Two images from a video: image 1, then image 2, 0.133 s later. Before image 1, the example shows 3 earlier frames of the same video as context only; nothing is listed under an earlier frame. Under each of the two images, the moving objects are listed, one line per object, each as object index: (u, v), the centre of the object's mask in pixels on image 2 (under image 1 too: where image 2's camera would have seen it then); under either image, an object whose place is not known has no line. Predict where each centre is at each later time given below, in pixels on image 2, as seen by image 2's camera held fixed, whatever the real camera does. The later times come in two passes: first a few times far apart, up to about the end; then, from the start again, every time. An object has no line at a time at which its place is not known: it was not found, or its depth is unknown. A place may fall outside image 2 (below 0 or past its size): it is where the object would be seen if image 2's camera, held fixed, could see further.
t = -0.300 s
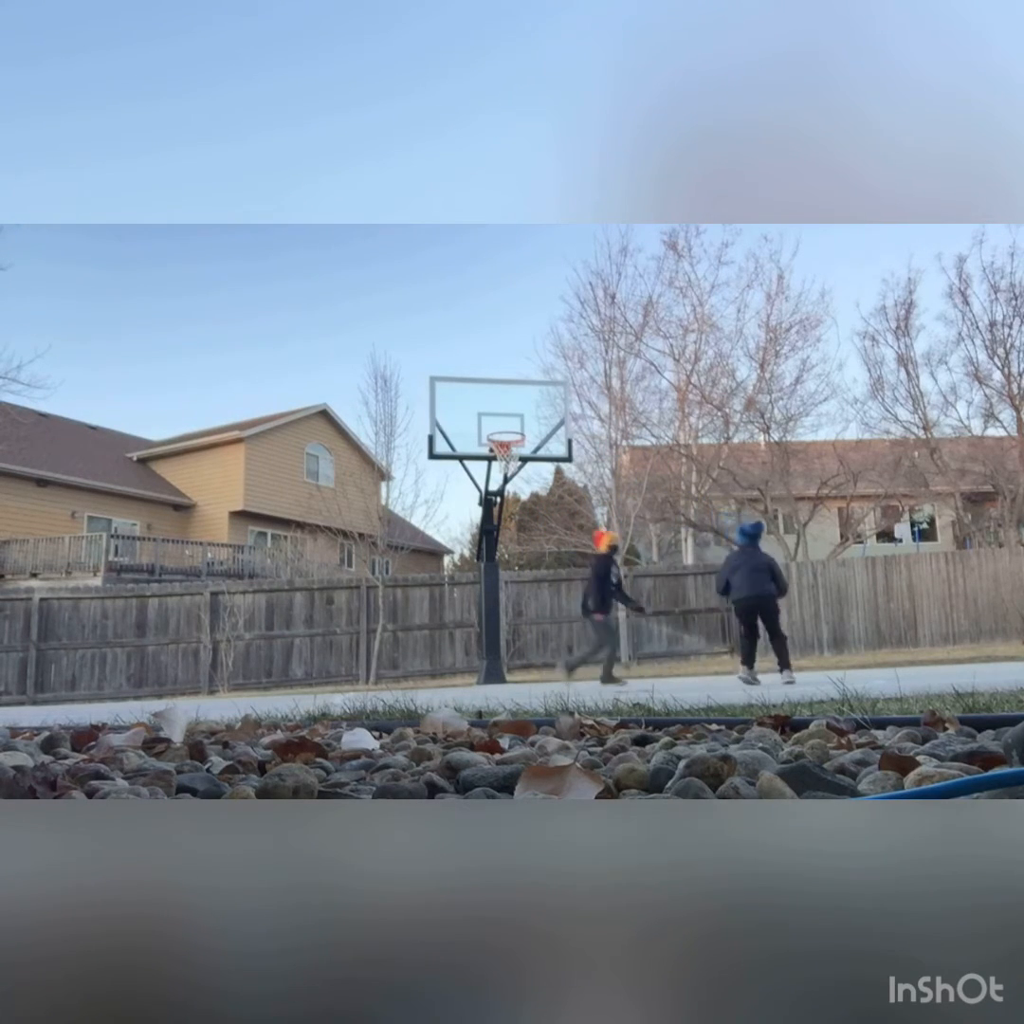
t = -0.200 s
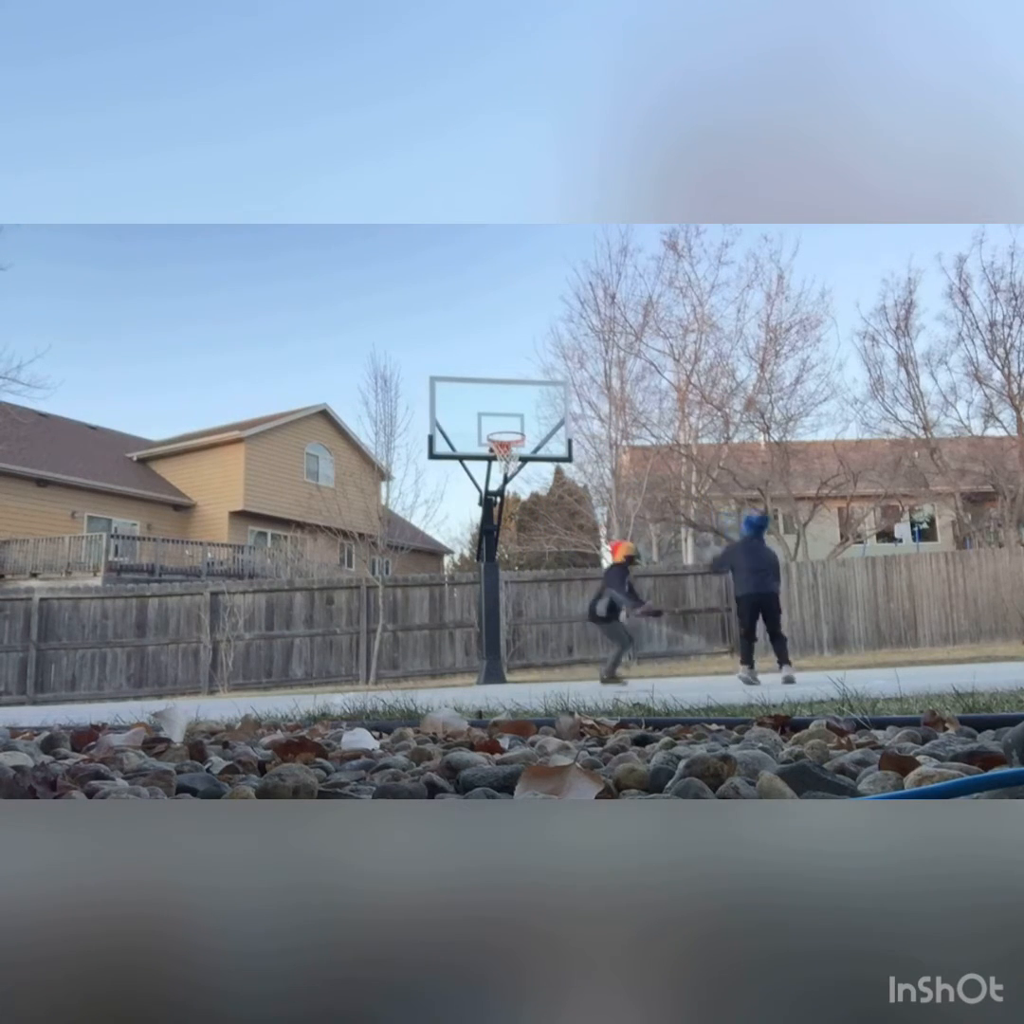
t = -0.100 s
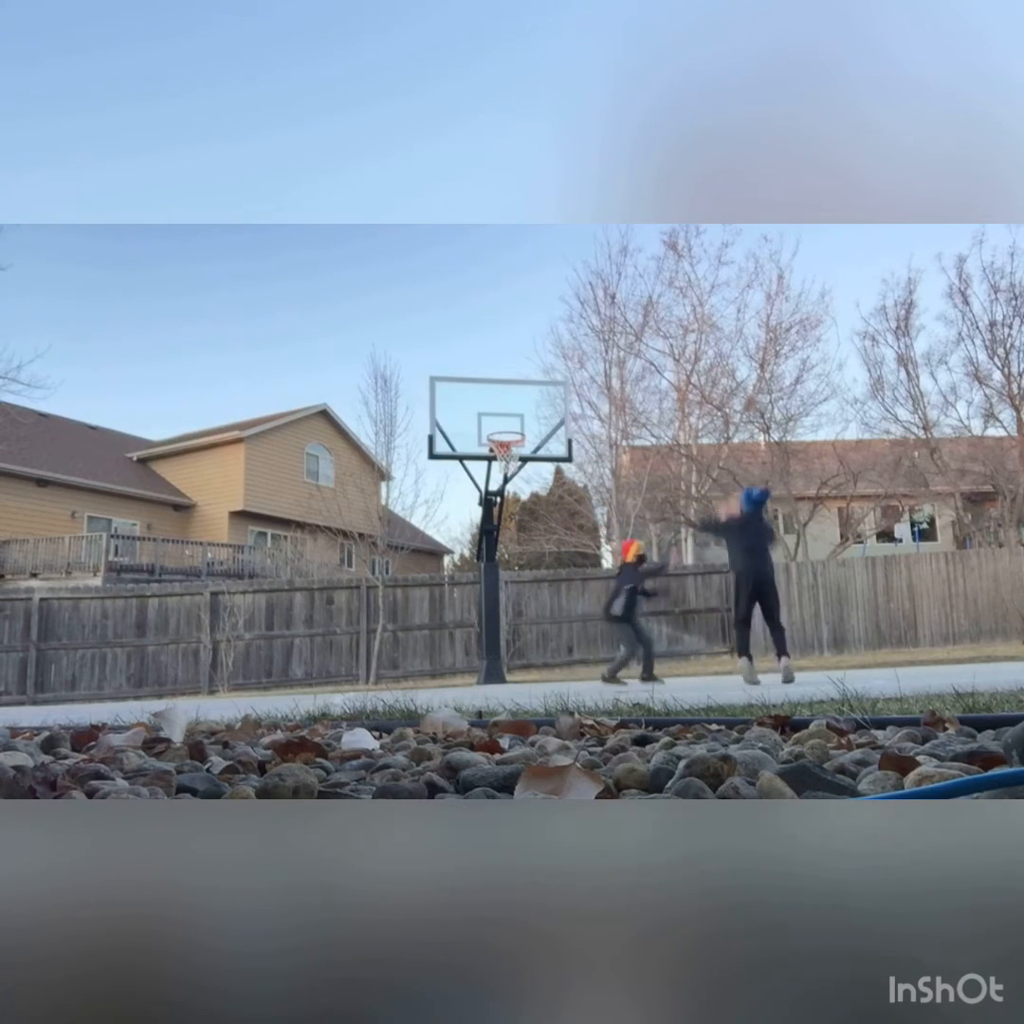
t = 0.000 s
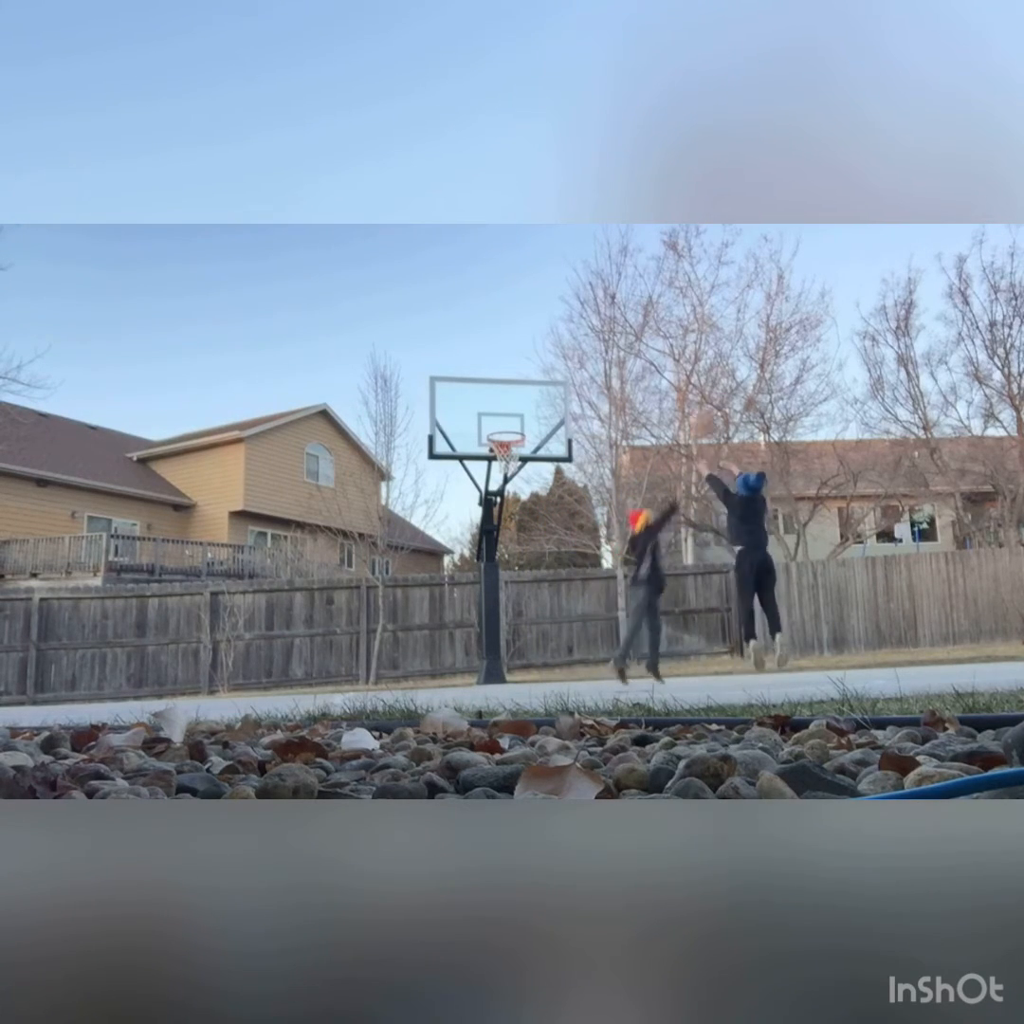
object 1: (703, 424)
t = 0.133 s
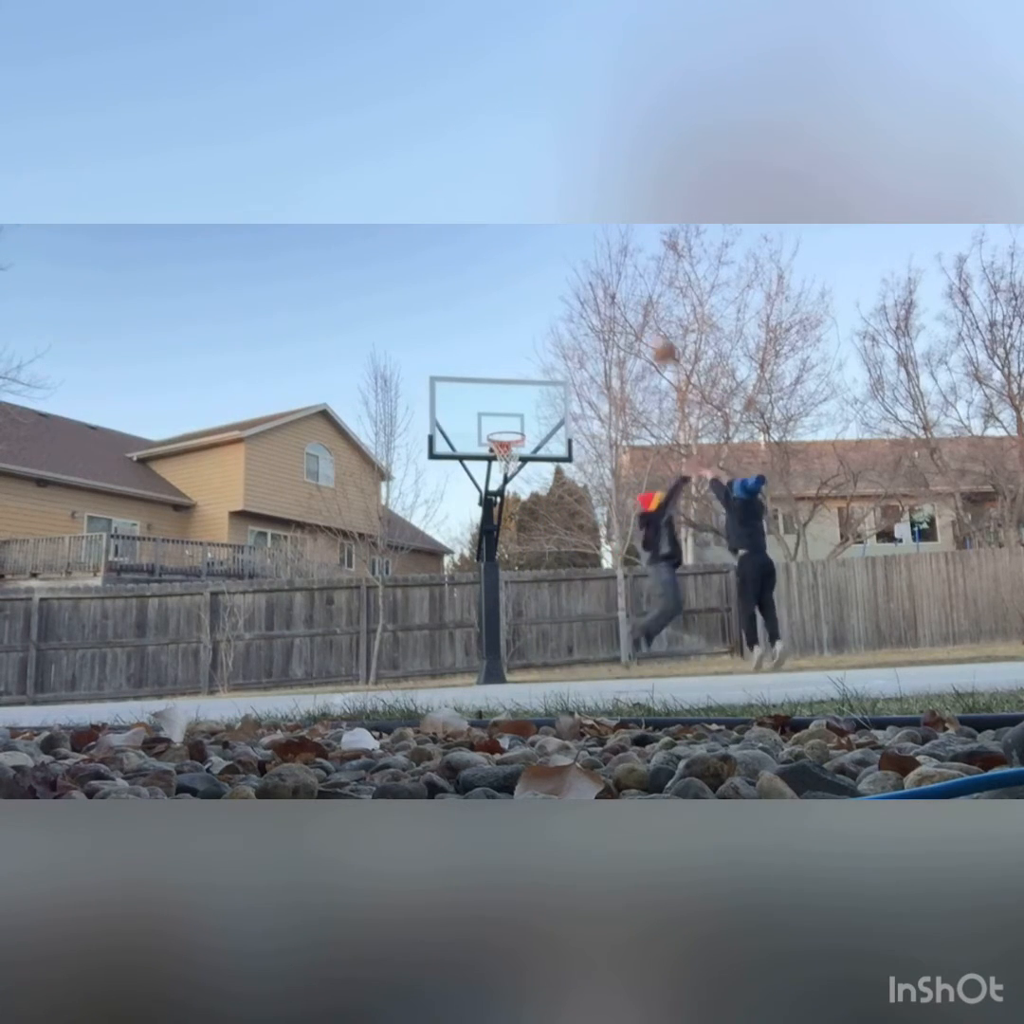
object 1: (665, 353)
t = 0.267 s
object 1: (630, 307)
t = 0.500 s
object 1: (583, 280)
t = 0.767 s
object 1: (541, 309)
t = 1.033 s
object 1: (508, 387)
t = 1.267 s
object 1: (505, 444)
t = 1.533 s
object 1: (516, 450)
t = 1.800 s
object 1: (500, 470)
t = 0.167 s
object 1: (655, 339)
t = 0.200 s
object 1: (647, 327)
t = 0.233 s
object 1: (638, 317)
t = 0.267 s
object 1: (630, 307)
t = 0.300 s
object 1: (623, 300)
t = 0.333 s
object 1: (615, 293)
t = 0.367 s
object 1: (609, 289)
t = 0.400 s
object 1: (601, 285)
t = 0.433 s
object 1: (595, 282)
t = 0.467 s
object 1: (588, 280)
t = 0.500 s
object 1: (583, 280)
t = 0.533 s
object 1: (576, 280)
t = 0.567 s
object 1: (571, 281)
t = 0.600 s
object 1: (565, 284)
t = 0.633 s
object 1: (560, 287)
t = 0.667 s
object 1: (555, 291)
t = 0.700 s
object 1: (550, 296)
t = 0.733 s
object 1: (545, 302)
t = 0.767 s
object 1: (541, 309)
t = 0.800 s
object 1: (536, 316)
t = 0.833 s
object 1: (532, 324)
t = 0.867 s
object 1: (527, 333)
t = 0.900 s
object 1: (523, 342)
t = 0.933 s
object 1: (519, 352)
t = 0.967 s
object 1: (515, 363)
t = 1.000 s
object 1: (512, 373)
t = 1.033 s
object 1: (508, 387)
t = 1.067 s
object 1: (504, 399)
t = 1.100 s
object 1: (501, 412)
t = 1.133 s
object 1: (498, 425)
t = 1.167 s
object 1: (498, 431)
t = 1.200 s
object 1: (498, 435)
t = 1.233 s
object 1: (499, 438)
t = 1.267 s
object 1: (505, 444)
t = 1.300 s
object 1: (507, 447)
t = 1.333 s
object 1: (515, 450)
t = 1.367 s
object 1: (518, 451)
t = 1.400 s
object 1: (519, 452)
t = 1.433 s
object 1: (520, 452)
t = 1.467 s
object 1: (520, 451)
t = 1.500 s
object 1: (519, 450)
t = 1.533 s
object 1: (516, 450)
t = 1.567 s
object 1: (515, 450)
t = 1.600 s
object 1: (513, 453)
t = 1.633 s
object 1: (510, 454)
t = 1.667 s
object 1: (508, 457)
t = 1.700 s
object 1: (504, 456)
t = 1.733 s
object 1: (503, 460)
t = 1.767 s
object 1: (502, 465)
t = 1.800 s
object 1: (500, 470)
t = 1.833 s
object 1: (498, 476)
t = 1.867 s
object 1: (494, 483)
